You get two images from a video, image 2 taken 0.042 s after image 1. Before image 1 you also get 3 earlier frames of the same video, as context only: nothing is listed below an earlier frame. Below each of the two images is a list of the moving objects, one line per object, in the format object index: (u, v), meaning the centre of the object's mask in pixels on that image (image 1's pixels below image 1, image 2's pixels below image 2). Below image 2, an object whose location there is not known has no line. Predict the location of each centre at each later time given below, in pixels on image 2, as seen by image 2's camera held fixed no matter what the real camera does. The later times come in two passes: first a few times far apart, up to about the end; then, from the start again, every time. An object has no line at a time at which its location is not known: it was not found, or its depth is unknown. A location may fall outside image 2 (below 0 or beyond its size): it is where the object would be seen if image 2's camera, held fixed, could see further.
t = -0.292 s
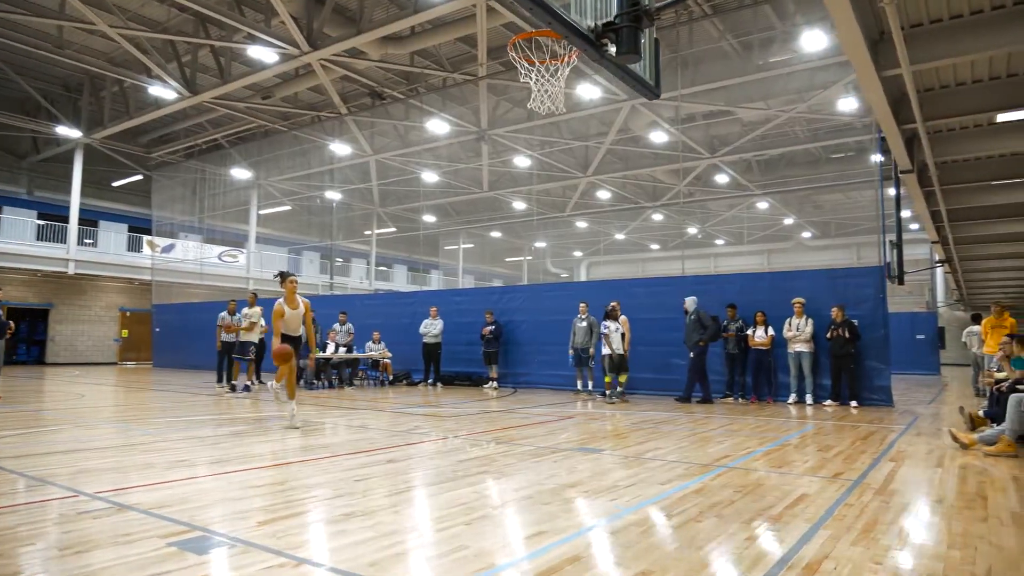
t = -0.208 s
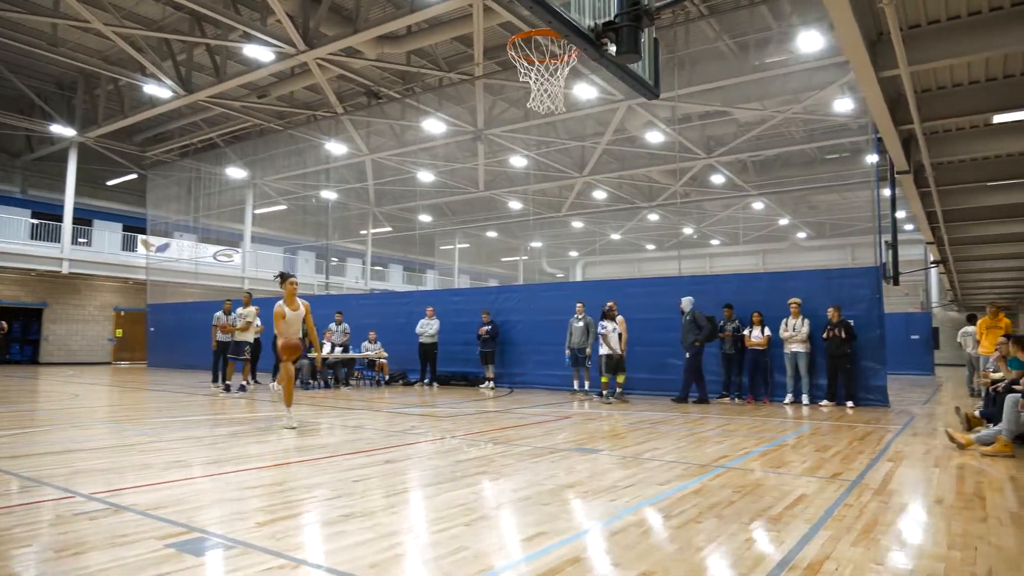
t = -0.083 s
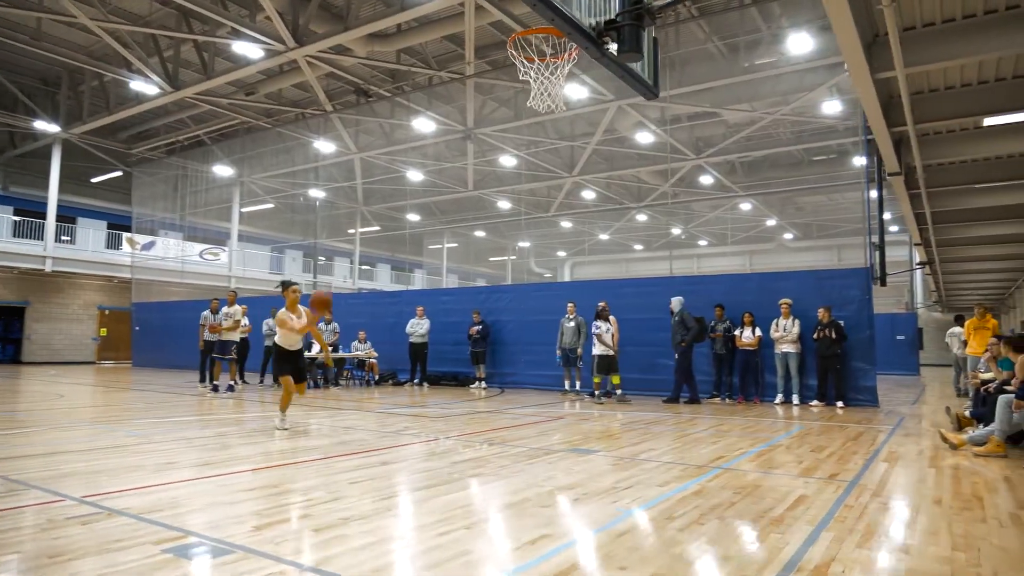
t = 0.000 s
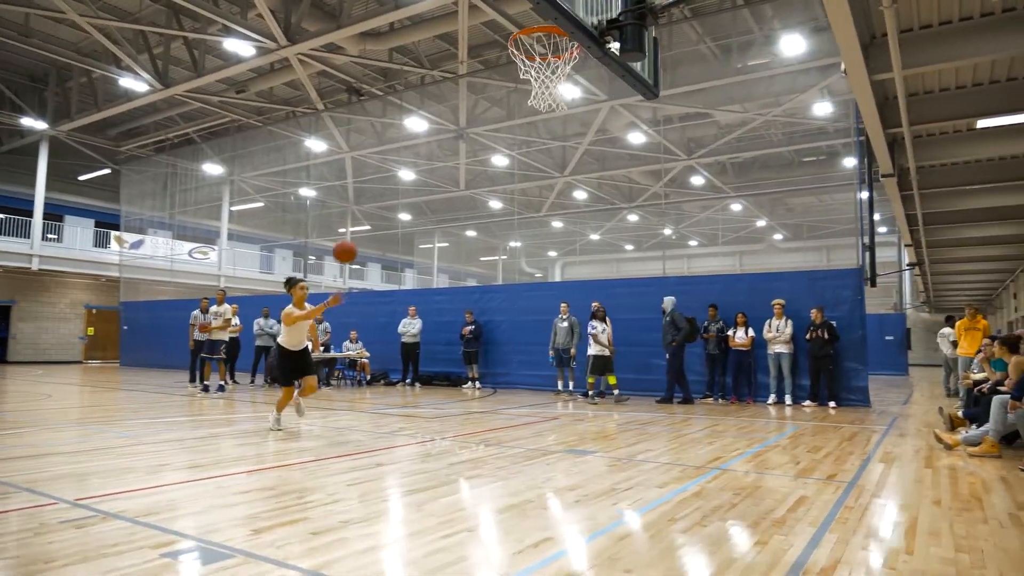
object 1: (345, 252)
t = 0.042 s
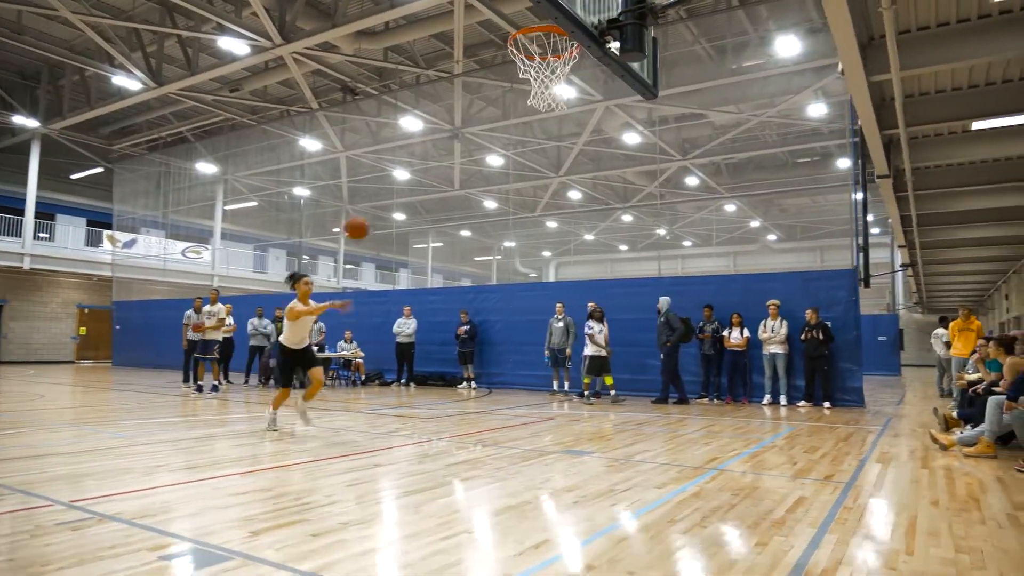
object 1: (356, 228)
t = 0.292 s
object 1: (476, 102)
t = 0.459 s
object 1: (582, 39)
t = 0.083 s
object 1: (374, 205)
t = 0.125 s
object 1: (393, 184)
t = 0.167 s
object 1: (413, 161)
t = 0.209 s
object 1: (434, 141)
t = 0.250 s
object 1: (455, 122)
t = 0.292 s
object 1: (476, 102)
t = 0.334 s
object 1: (499, 84)
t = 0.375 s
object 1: (526, 65)
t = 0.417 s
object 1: (546, 57)
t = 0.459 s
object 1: (582, 39)
